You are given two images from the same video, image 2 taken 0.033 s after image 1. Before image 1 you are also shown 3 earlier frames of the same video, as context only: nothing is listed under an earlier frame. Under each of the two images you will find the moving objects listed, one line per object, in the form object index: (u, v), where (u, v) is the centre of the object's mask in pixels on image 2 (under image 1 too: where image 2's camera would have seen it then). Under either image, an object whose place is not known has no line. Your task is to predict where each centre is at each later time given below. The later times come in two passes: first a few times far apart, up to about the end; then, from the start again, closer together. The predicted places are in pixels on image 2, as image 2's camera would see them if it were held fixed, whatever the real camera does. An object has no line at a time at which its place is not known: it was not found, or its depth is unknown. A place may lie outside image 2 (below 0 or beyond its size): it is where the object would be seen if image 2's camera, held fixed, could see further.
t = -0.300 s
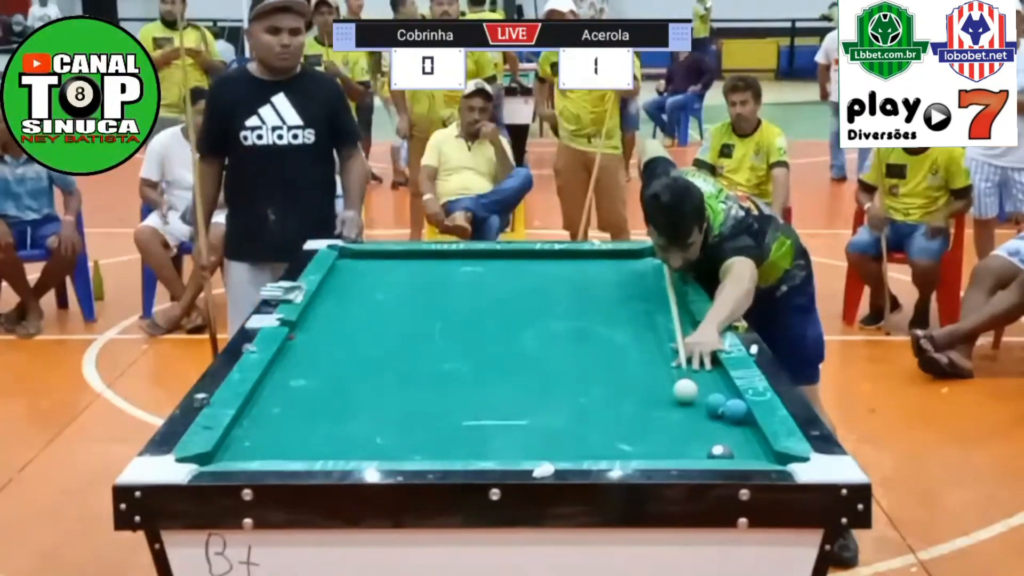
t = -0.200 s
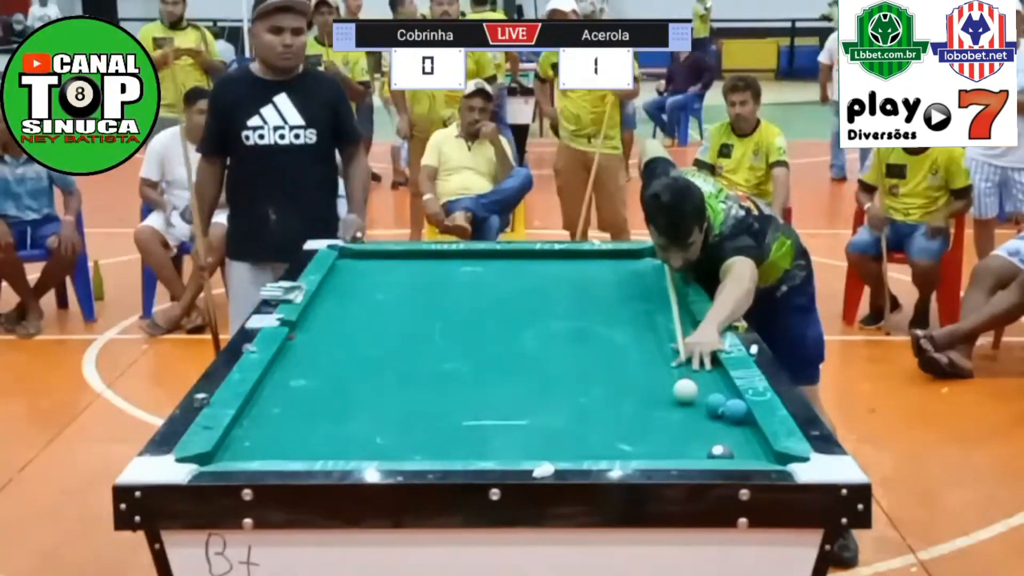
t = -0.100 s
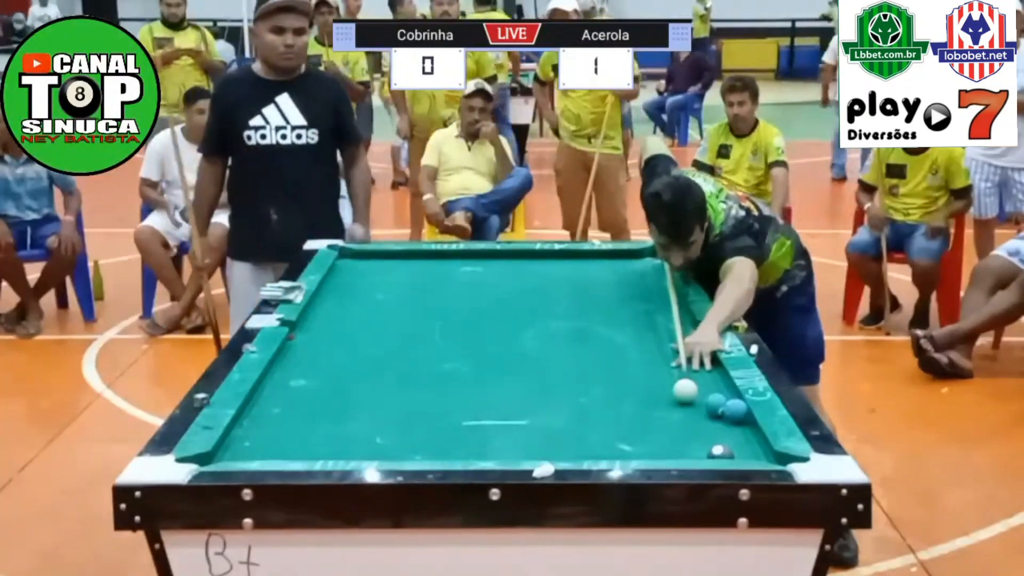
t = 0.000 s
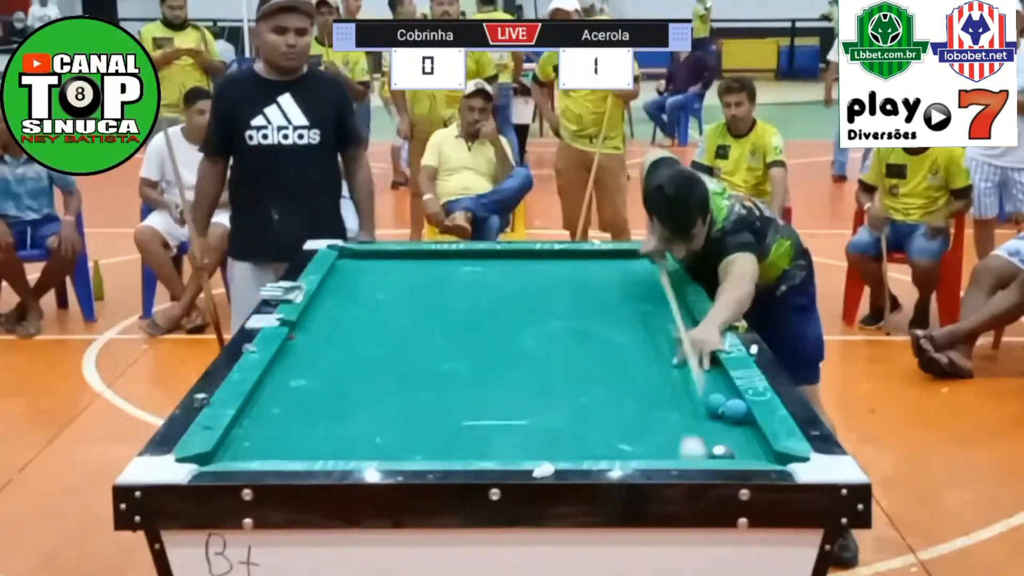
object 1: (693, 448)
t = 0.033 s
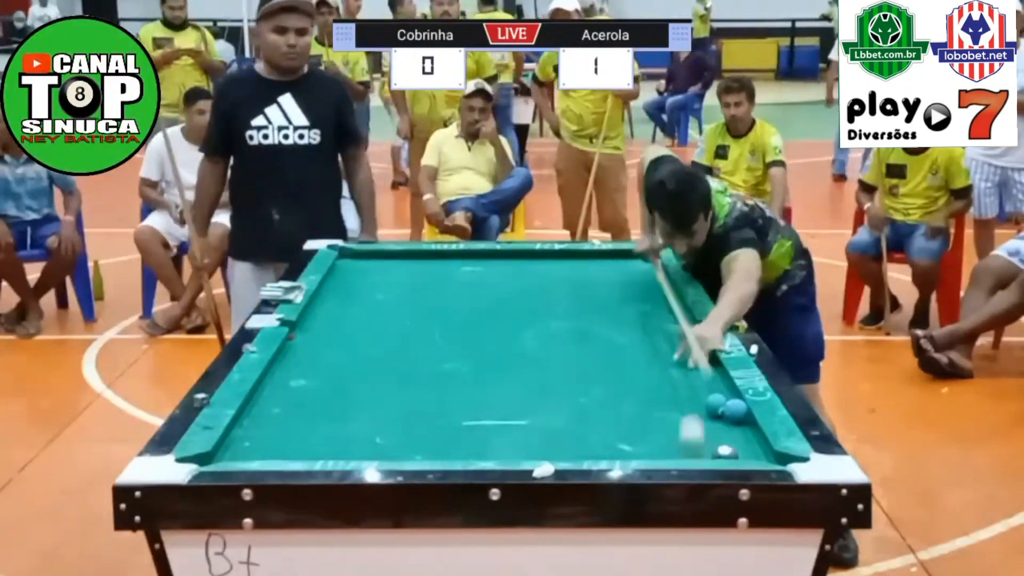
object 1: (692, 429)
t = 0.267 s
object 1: (687, 321)
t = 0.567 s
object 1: (562, 264)
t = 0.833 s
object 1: (488, 273)
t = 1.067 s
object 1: (417, 300)
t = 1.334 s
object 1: (320, 337)
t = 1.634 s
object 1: (320, 383)
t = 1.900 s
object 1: (360, 430)
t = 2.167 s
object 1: (429, 441)
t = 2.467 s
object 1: (514, 404)
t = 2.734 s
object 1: (577, 378)
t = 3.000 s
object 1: (629, 355)
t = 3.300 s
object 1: (679, 334)
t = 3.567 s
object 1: (694, 327)
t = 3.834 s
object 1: (677, 323)
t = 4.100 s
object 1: (663, 320)
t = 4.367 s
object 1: (652, 318)
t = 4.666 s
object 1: (645, 317)
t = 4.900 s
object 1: (641, 316)
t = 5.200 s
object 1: (640, 316)
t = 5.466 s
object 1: (640, 316)
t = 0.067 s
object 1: (691, 408)
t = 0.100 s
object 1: (690, 390)
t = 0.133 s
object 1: (690, 373)
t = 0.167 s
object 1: (689, 358)
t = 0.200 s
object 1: (689, 344)
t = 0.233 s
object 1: (689, 332)
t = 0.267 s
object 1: (687, 321)
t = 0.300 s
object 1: (671, 313)
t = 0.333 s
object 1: (653, 306)
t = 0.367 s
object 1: (637, 300)
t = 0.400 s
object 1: (622, 293)
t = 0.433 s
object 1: (610, 287)
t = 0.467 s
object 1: (596, 281)
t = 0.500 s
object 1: (584, 275)
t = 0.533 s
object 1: (573, 269)
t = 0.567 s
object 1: (562, 264)
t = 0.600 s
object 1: (551, 260)
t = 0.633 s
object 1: (541, 253)
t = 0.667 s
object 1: (532, 252)
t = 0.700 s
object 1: (524, 256)
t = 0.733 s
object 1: (515, 261)
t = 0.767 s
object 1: (507, 265)
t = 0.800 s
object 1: (498, 269)
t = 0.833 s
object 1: (488, 273)
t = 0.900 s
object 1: (469, 280)
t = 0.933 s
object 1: (459, 284)
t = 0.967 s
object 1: (449, 288)
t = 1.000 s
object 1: (439, 292)
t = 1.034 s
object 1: (428, 296)
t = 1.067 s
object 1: (417, 300)
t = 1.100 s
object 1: (406, 304)
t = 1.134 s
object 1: (395, 309)
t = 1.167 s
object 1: (383, 313)
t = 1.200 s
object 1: (371, 318)
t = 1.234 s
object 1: (359, 323)
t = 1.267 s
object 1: (346, 328)
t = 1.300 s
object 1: (334, 332)
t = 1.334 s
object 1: (320, 337)
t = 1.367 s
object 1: (307, 343)
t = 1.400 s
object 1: (293, 348)
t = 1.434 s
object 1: (292, 353)
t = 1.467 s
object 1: (297, 358)
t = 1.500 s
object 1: (302, 363)
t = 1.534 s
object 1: (306, 367)
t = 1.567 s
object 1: (311, 372)
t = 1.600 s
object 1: (315, 378)
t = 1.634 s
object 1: (320, 383)
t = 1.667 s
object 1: (324, 387)
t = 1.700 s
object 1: (329, 393)
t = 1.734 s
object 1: (334, 399)
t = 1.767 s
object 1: (339, 405)
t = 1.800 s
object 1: (344, 410)
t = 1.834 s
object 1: (349, 417)
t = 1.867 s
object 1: (355, 424)
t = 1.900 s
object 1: (360, 430)
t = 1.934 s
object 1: (366, 436)
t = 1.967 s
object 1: (372, 443)
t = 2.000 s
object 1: (378, 447)
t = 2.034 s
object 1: (384, 452)
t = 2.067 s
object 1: (395, 450)
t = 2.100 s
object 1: (407, 448)
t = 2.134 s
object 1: (418, 444)
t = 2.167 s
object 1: (429, 441)
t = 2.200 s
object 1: (439, 436)
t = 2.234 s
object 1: (450, 432)
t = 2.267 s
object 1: (459, 428)
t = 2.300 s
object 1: (469, 424)
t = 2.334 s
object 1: (478, 420)
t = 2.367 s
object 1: (488, 416)
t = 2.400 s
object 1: (497, 411)
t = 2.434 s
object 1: (506, 407)
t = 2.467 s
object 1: (514, 404)
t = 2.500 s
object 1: (523, 400)
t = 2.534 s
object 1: (531, 397)
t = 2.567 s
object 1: (539, 394)
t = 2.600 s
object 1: (547, 390)
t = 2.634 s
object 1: (555, 387)
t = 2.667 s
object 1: (562, 384)
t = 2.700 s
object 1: (570, 381)
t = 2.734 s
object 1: (577, 378)
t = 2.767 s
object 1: (584, 375)
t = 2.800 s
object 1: (591, 372)
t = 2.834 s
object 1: (598, 369)
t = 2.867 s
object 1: (604, 367)
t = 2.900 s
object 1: (611, 364)
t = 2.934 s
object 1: (617, 361)
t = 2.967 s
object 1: (624, 358)
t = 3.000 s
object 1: (629, 355)
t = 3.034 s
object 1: (635, 353)
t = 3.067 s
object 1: (641, 351)
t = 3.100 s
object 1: (647, 348)
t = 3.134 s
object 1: (653, 346)
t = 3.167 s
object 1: (658, 344)
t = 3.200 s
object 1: (664, 341)
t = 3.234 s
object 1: (669, 339)
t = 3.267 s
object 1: (674, 336)
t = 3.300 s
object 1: (679, 334)
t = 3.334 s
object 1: (684, 332)
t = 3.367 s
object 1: (689, 330)
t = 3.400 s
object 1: (694, 328)
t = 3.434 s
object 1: (698, 327)
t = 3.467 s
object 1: (699, 327)
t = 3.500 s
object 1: (698, 328)
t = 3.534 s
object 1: (696, 328)
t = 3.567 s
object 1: (694, 327)
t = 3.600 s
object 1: (692, 326)
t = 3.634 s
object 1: (689, 326)
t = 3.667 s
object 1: (687, 325)
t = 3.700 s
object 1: (685, 325)
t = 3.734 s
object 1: (683, 325)
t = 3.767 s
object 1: (681, 324)
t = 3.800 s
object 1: (679, 324)
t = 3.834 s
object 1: (677, 323)
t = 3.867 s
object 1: (675, 323)
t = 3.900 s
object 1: (673, 323)
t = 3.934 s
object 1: (671, 322)
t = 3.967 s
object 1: (669, 322)
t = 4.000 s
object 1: (668, 321)
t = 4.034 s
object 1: (666, 321)
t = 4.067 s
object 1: (664, 321)
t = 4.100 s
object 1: (663, 320)
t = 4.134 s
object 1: (661, 320)
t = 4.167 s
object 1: (660, 320)
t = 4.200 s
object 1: (659, 320)
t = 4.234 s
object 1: (657, 319)
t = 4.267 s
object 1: (656, 319)
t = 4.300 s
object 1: (654, 318)
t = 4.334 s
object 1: (653, 318)
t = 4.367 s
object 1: (652, 318)
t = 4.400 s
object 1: (651, 318)
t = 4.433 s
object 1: (650, 317)
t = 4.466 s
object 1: (649, 318)
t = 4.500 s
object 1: (648, 318)
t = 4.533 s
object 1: (647, 317)
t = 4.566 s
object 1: (646, 317)
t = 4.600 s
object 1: (645, 317)
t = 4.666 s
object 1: (645, 317)
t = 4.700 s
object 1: (643, 317)
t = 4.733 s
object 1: (643, 316)
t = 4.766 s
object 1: (642, 316)
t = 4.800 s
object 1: (642, 317)
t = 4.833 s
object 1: (642, 316)
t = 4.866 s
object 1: (641, 316)
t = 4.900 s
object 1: (641, 316)
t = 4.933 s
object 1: (641, 316)
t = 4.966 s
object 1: (640, 316)
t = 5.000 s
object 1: (640, 316)
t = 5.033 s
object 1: (640, 316)
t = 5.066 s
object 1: (640, 316)
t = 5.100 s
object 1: (640, 316)
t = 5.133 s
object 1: (640, 316)
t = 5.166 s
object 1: (640, 316)
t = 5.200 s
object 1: (640, 316)
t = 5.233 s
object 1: (640, 316)
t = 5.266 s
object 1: (640, 316)
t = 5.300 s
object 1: (640, 316)
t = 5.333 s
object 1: (640, 316)
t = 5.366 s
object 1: (640, 316)
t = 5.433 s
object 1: (640, 316)
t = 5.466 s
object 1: (640, 316)
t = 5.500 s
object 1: (640, 316)
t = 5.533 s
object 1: (640, 316)
